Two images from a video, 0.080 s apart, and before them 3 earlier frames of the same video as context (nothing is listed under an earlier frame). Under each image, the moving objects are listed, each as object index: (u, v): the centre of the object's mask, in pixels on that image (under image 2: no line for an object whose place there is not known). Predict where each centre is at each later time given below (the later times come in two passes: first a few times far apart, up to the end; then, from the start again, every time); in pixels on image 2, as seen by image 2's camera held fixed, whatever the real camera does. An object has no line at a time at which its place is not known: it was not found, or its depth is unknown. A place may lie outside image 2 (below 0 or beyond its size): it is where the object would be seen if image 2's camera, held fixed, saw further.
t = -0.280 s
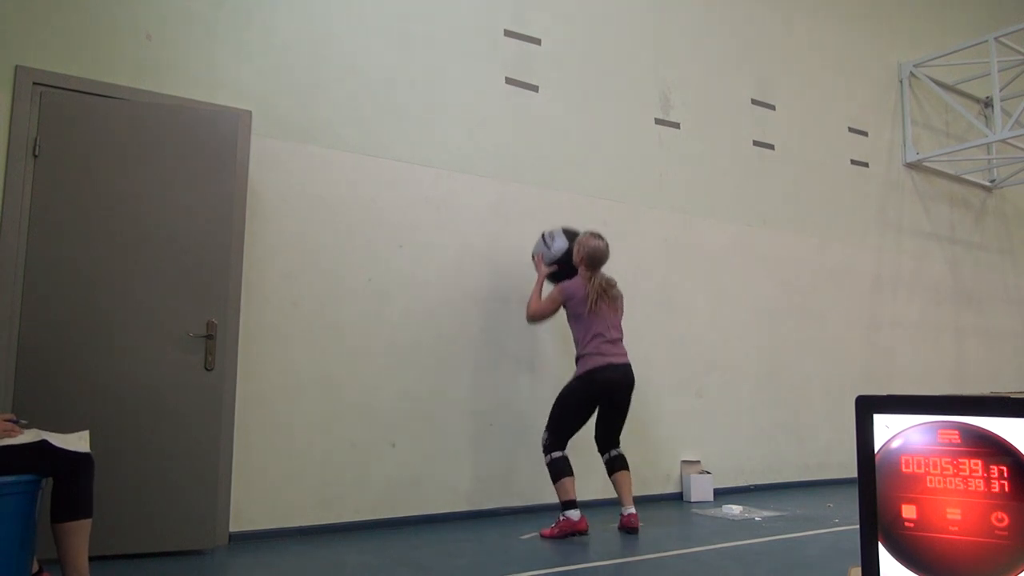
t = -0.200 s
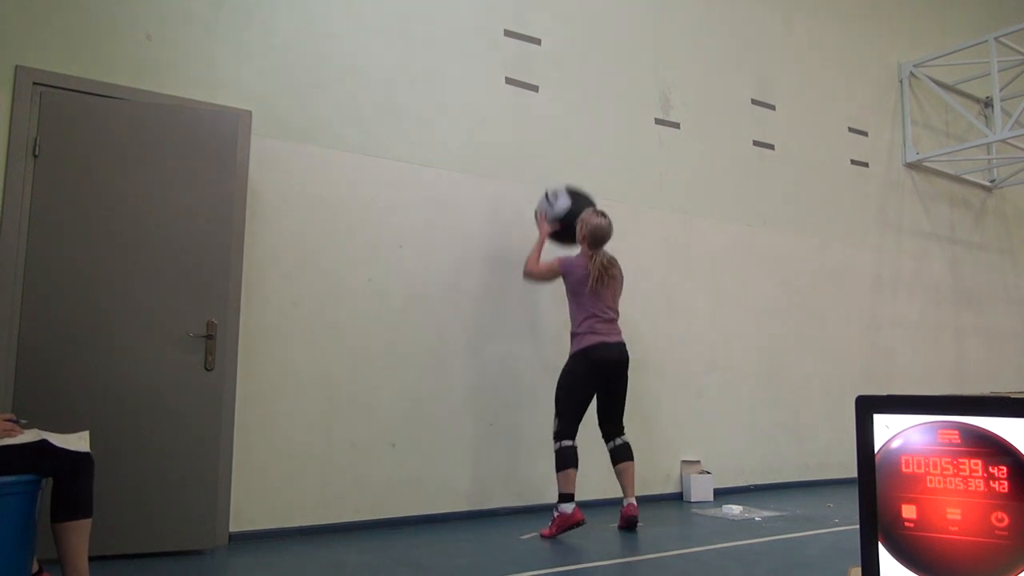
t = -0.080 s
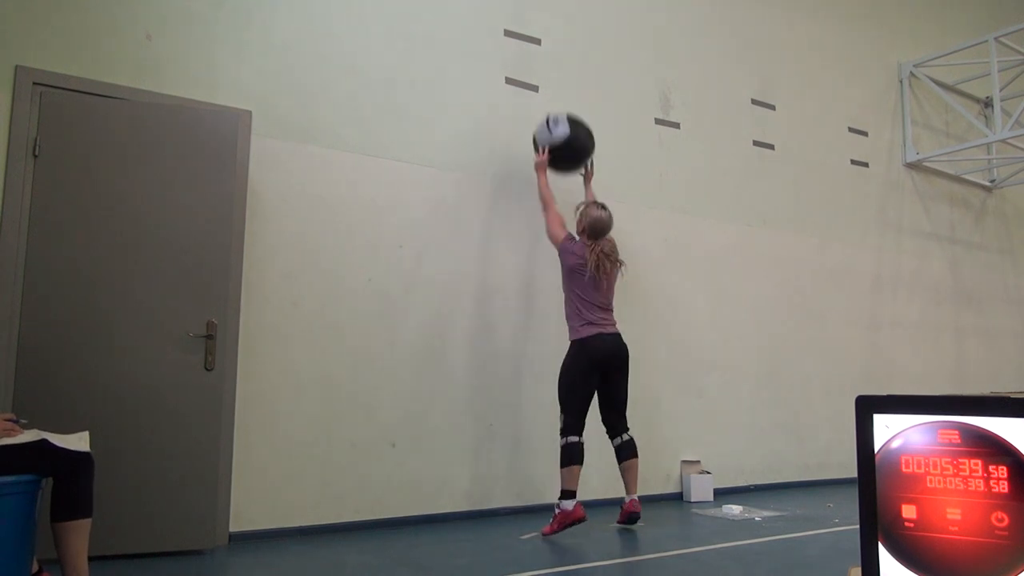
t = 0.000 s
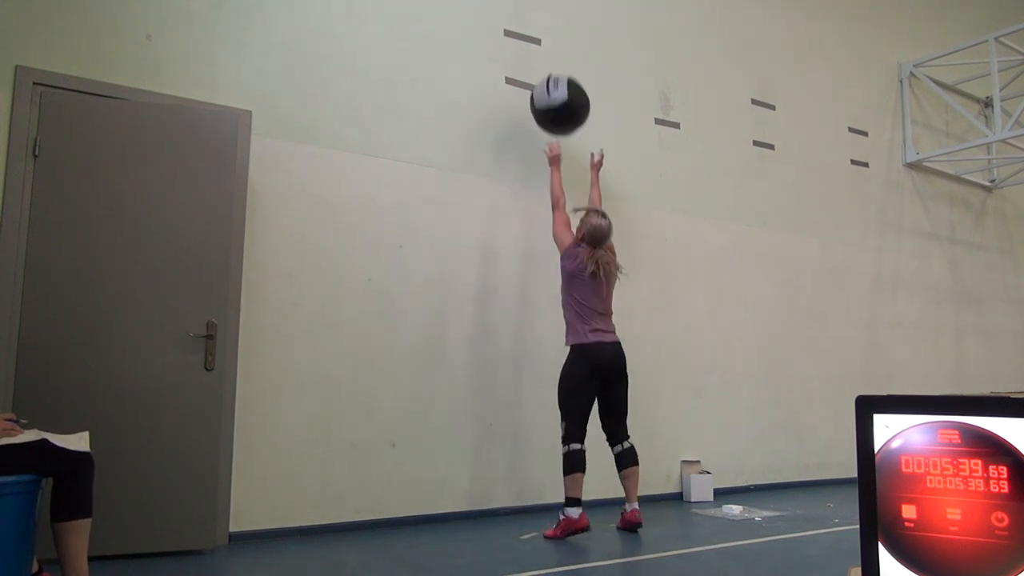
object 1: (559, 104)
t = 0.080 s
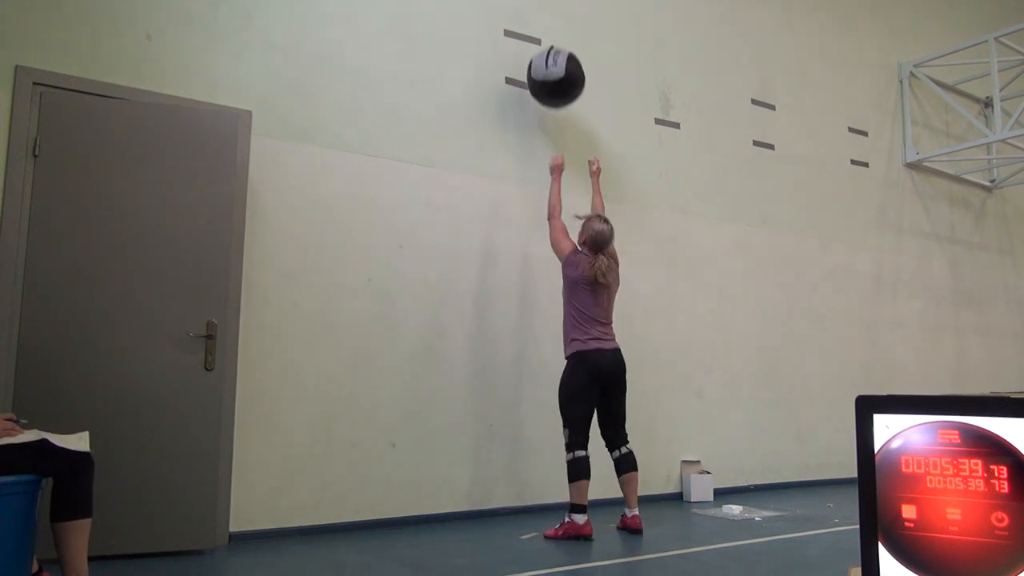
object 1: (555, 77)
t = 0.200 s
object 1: (549, 55)
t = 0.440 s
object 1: (550, 69)
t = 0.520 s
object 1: (553, 92)
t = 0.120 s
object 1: (553, 67)
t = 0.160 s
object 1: (551, 60)
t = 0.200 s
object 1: (549, 55)
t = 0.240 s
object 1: (547, 53)
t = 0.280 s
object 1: (545, 52)
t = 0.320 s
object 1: (545, 54)
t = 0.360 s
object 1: (546, 57)
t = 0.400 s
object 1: (548, 62)
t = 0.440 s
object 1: (550, 69)
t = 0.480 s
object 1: (552, 79)
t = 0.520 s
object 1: (553, 92)
